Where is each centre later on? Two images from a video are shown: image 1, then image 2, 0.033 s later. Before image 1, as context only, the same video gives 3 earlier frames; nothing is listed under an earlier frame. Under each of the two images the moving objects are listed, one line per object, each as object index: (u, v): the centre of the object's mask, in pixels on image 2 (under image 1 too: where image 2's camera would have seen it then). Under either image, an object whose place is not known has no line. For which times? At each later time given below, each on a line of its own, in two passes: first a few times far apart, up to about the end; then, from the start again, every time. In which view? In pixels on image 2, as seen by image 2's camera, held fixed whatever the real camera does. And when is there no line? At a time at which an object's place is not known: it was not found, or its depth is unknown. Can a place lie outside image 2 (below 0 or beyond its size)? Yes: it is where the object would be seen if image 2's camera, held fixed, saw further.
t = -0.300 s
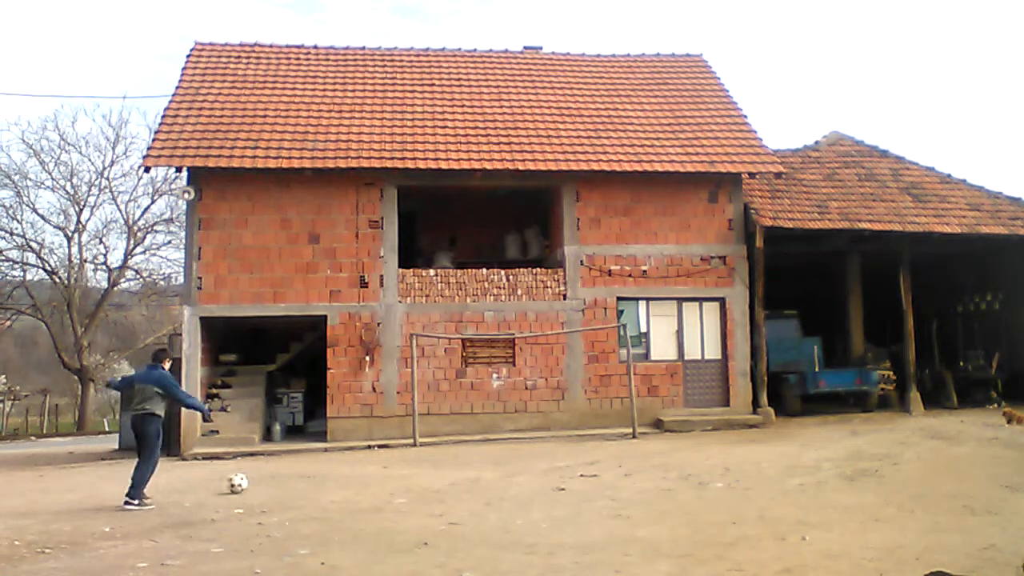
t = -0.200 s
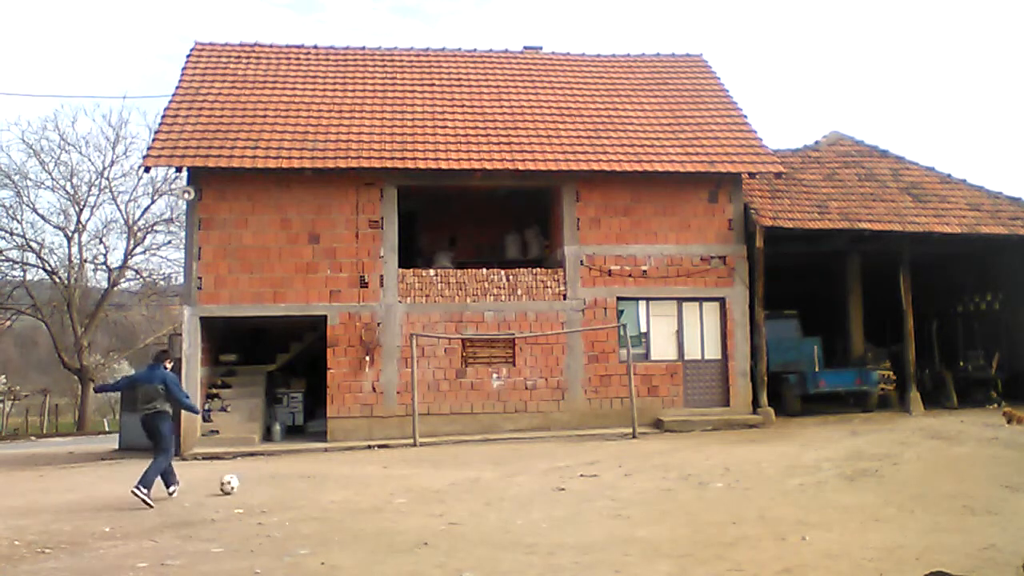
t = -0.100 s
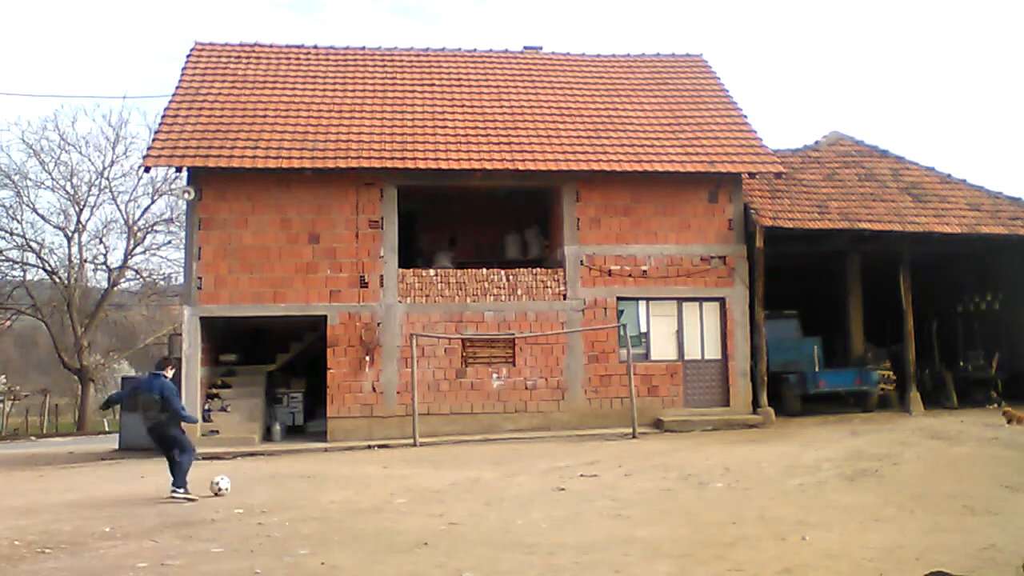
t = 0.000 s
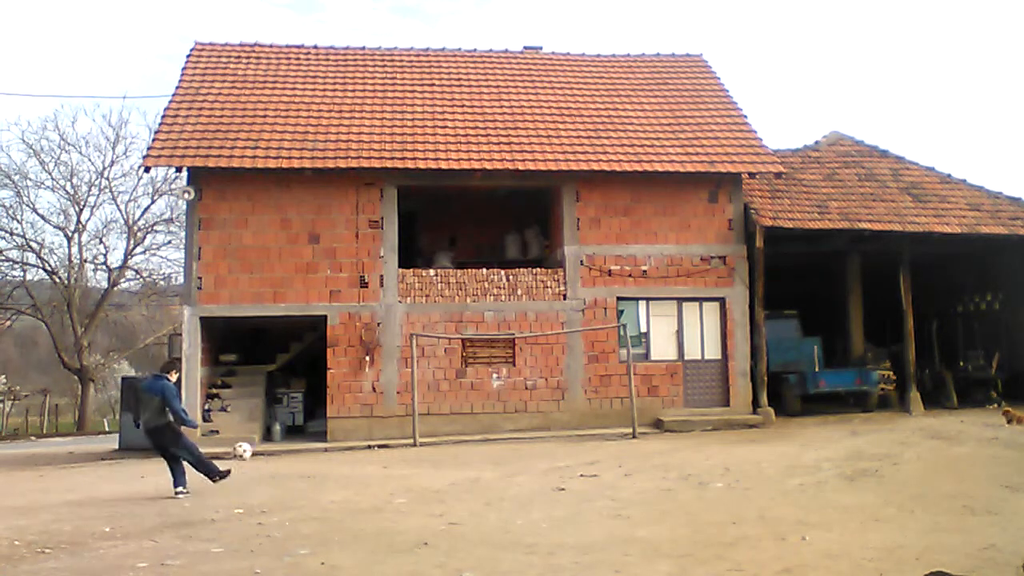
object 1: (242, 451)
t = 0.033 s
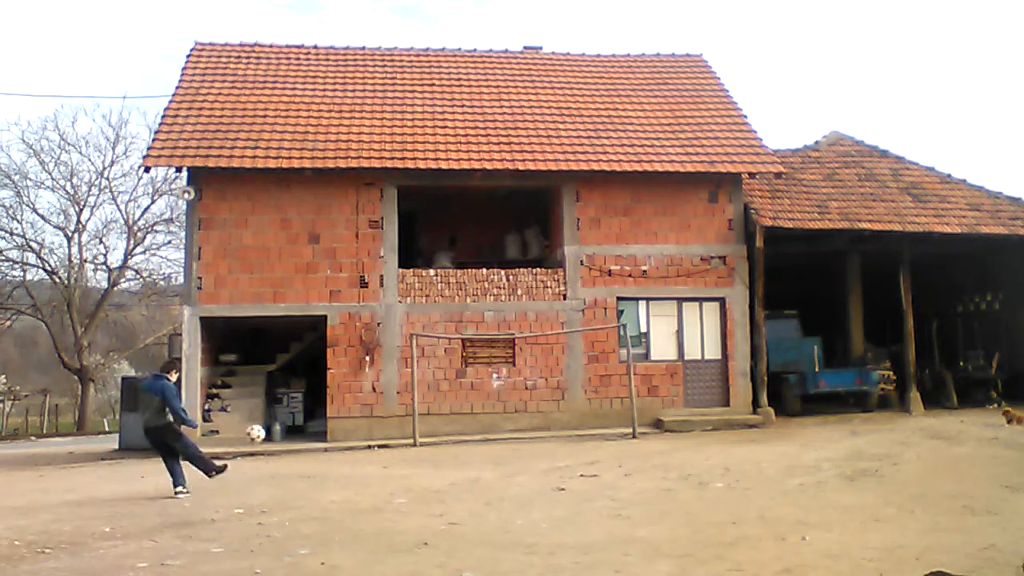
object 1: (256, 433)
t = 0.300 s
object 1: (336, 351)
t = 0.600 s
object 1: (395, 335)
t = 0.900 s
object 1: (429, 368)
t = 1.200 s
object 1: (458, 436)
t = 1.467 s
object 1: (467, 407)
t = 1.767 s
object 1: (478, 428)
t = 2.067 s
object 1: (491, 436)
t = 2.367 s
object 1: (504, 447)
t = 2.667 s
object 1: (514, 452)
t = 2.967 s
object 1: (521, 455)
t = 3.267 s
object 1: (527, 459)
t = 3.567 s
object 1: (530, 462)
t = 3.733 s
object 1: (532, 464)
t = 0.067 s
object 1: (267, 419)
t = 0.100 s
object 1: (278, 405)
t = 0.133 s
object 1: (289, 393)
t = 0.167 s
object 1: (300, 382)
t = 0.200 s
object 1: (309, 373)
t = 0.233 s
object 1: (319, 365)
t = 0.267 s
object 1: (327, 358)
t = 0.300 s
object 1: (336, 351)
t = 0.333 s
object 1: (343, 347)
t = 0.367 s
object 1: (351, 342)
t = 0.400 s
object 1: (358, 340)
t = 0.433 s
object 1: (365, 338)
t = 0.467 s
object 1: (371, 336)
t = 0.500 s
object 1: (377, 335)
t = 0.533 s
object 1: (383, 334)
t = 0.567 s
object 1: (389, 335)
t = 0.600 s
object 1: (395, 335)
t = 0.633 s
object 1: (400, 338)
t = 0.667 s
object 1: (405, 340)
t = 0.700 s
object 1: (406, 342)
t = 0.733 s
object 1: (412, 344)
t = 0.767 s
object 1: (419, 348)
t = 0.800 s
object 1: (420, 351)
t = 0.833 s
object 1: (423, 355)
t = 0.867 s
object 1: (426, 361)
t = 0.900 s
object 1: (429, 368)
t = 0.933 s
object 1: (432, 374)
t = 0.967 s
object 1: (436, 382)
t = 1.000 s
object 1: (440, 389)
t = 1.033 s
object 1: (442, 398)
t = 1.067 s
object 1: (446, 408)
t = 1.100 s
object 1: (450, 419)
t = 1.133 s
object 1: (453, 430)
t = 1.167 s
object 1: (456, 441)
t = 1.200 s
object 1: (458, 436)
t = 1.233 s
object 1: (459, 430)
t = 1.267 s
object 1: (460, 424)
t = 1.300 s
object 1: (461, 420)
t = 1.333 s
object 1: (462, 416)
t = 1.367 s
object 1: (464, 412)
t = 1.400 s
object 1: (465, 410)
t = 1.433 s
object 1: (466, 409)
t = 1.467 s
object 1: (467, 407)
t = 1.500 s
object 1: (468, 406)
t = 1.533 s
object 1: (469, 407)
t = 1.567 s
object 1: (470, 407)
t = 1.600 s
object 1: (472, 409)
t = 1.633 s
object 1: (473, 411)
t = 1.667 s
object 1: (474, 414)
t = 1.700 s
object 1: (476, 418)
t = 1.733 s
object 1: (477, 423)
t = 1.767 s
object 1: (478, 428)
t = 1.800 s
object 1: (480, 434)
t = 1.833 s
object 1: (481, 442)
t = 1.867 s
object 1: (482, 445)
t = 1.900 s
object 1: (483, 443)
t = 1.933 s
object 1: (485, 440)
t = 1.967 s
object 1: (487, 438)
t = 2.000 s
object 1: (488, 436)
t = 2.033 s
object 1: (489, 436)
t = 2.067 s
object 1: (491, 436)
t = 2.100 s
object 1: (492, 437)
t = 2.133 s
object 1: (494, 439)
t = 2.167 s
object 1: (495, 442)
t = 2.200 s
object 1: (497, 445)
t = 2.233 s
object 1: (499, 449)
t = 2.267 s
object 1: (500, 449)
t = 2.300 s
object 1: (501, 447)
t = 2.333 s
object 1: (502, 446)
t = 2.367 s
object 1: (504, 447)
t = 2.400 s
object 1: (504, 448)
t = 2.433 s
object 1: (506, 450)
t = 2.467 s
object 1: (507, 451)
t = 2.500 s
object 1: (508, 451)
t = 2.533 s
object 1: (510, 451)
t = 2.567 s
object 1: (511, 451)
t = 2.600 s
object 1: (512, 452)
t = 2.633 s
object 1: (512, 452)
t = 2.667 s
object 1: (514, 452)
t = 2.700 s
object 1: (515, 452)
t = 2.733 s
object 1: (515, 453)
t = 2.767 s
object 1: (516, 453)
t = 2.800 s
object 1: (517, 453)
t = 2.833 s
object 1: (518, 454)
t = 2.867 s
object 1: (519, 454)
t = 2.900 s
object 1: (519, 454)
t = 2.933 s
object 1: (520, 455)
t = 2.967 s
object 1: (521, 455)
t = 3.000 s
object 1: (522, 455)
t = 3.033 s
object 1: (522, 456)
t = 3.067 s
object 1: (523, 456)
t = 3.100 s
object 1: (523, 457)
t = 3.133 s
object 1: (524, 457)
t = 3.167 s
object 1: (524, 458)
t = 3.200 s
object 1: (525, 458)
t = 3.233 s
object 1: (526, 458)
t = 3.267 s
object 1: (527, 459)
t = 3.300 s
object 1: (527, 459)
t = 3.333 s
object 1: (527, 459)
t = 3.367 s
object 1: (527, 460)
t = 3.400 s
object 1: (528, 461)
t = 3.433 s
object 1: (529, 461)
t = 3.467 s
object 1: (529, 462)
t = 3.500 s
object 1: (529, 462)
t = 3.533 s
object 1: (530, 463)
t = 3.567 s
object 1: (530, 462)
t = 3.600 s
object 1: (531, 463)
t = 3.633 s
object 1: (532, 463)
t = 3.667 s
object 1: (532, 464)
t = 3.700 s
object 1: (532, 464)
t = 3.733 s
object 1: (532, 464)
